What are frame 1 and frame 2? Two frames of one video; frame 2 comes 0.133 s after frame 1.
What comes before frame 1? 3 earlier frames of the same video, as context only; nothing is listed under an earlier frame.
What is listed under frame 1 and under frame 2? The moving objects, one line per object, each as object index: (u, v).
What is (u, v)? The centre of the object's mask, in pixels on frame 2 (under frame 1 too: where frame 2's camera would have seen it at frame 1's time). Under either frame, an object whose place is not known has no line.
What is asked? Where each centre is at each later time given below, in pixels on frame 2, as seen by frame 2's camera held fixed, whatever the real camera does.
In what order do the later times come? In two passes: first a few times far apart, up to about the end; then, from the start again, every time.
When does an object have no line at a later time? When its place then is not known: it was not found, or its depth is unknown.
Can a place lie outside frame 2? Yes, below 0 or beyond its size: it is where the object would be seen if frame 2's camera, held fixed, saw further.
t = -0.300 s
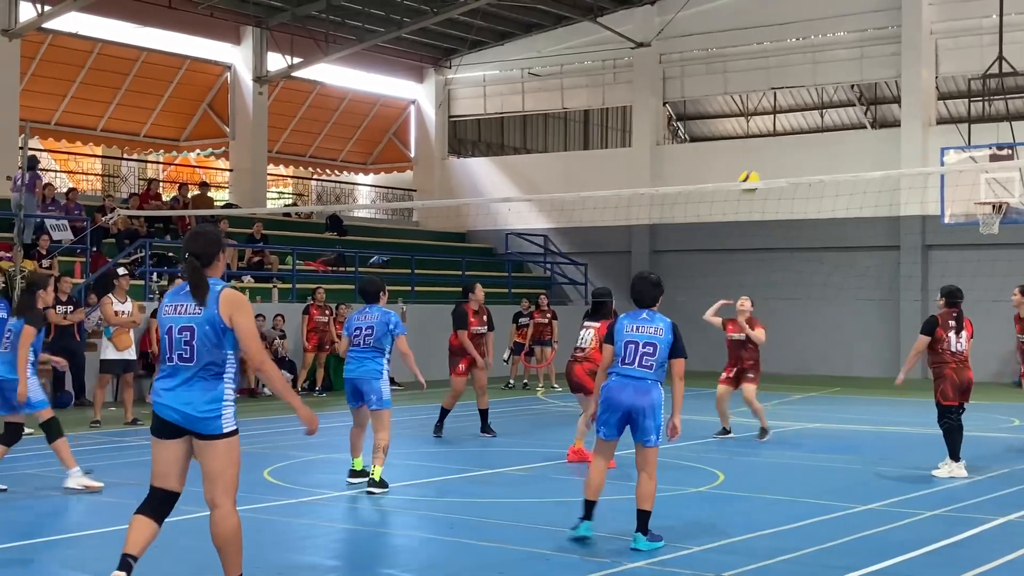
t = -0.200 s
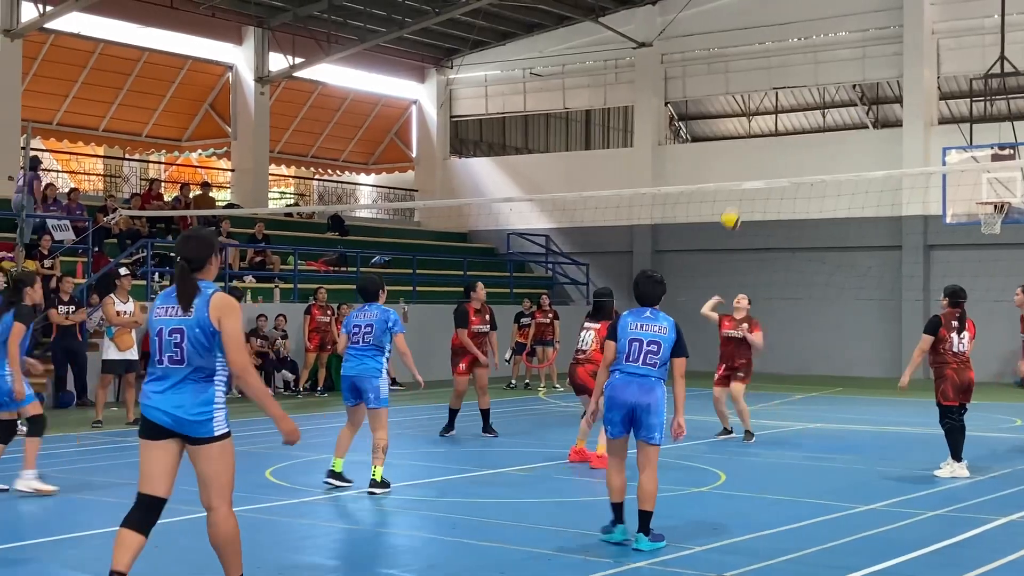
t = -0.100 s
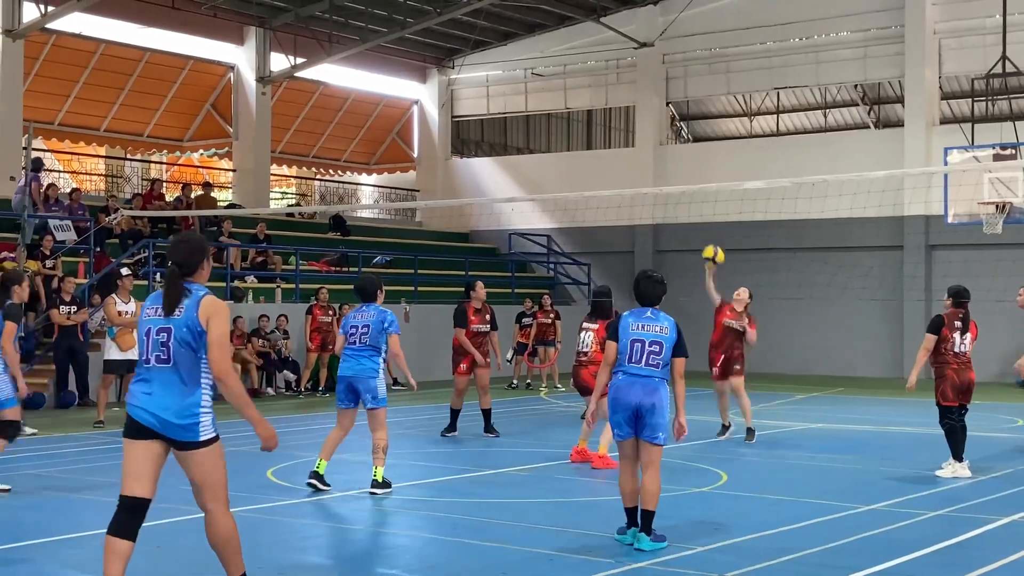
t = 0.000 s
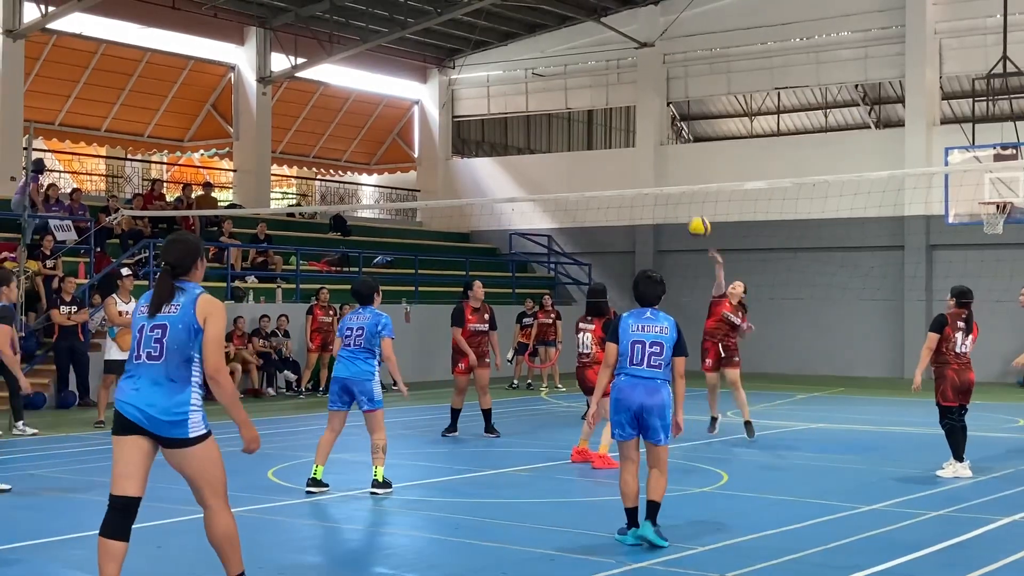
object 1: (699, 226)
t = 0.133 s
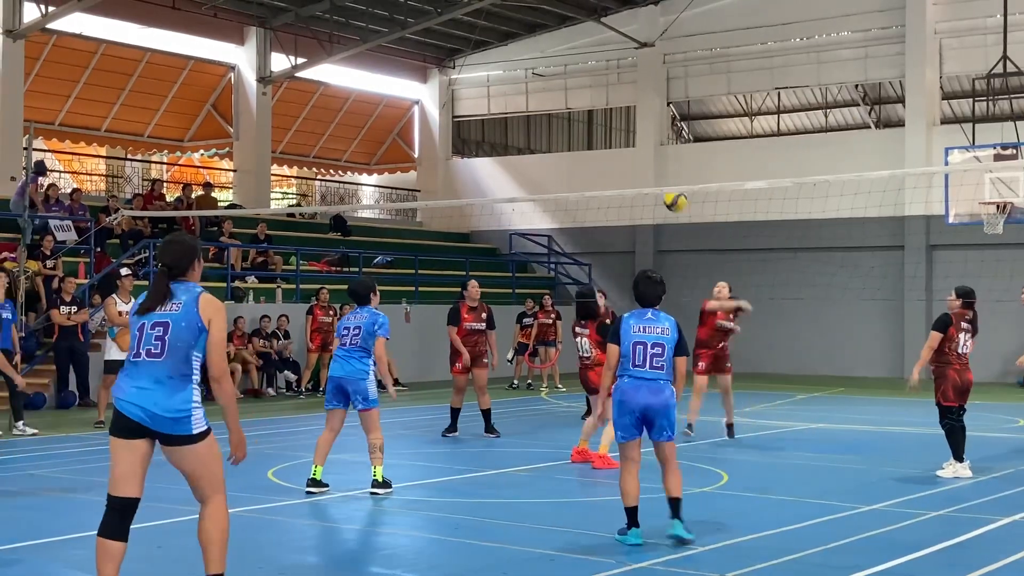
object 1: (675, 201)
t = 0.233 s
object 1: (655, 191)
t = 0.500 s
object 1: (601, 225)
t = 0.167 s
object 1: (669, 196)
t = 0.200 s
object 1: (662, 193)
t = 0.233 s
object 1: (655, 191)
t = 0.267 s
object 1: (650, 191)
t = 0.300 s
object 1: (643, 192)
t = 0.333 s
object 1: (637, 194)
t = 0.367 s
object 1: (630, 199)
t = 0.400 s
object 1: (621, 204)
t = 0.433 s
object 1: (614, 210)
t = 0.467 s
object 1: (607, 218)
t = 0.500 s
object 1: (601, 225)
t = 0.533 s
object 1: (595, 234)
